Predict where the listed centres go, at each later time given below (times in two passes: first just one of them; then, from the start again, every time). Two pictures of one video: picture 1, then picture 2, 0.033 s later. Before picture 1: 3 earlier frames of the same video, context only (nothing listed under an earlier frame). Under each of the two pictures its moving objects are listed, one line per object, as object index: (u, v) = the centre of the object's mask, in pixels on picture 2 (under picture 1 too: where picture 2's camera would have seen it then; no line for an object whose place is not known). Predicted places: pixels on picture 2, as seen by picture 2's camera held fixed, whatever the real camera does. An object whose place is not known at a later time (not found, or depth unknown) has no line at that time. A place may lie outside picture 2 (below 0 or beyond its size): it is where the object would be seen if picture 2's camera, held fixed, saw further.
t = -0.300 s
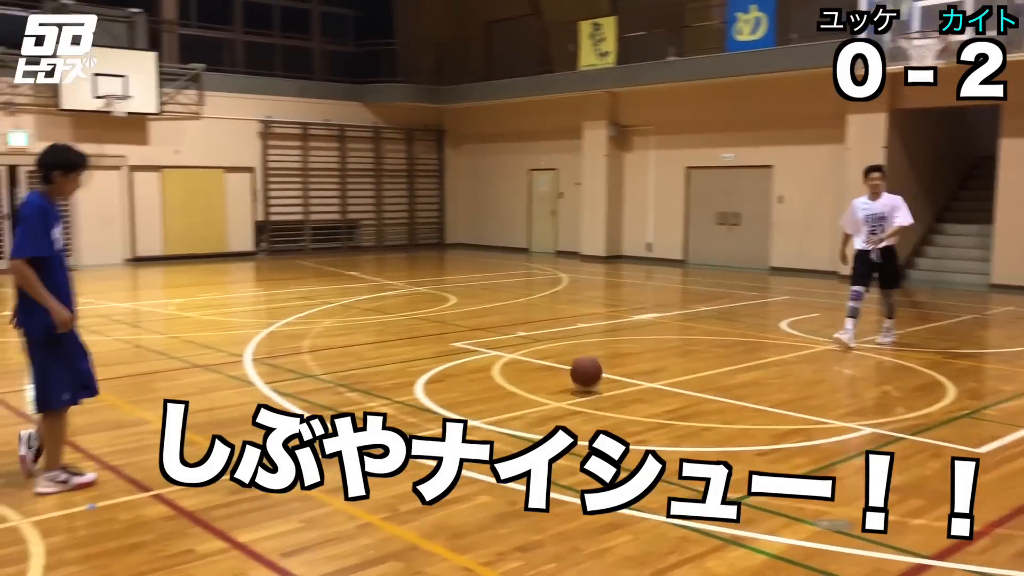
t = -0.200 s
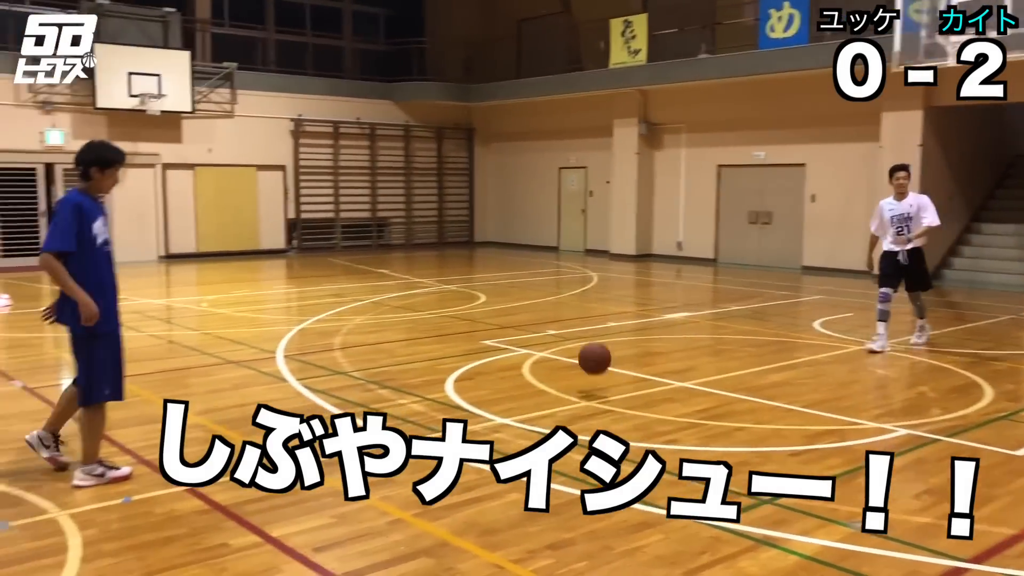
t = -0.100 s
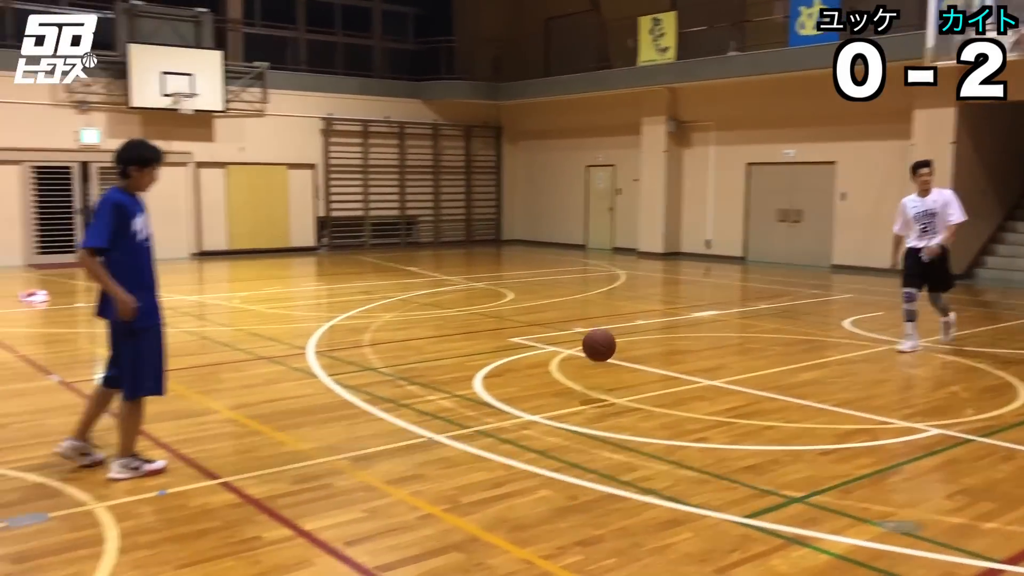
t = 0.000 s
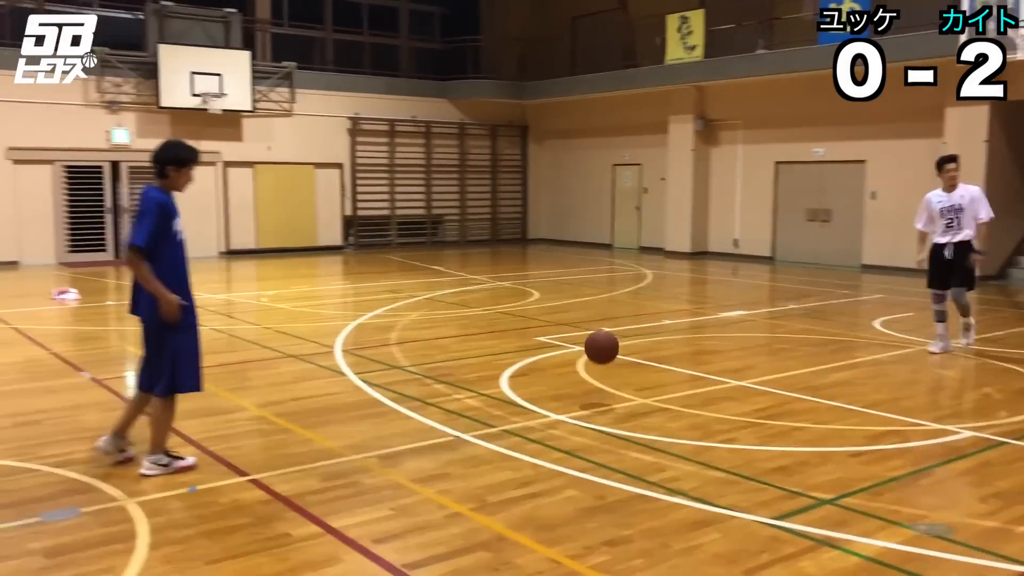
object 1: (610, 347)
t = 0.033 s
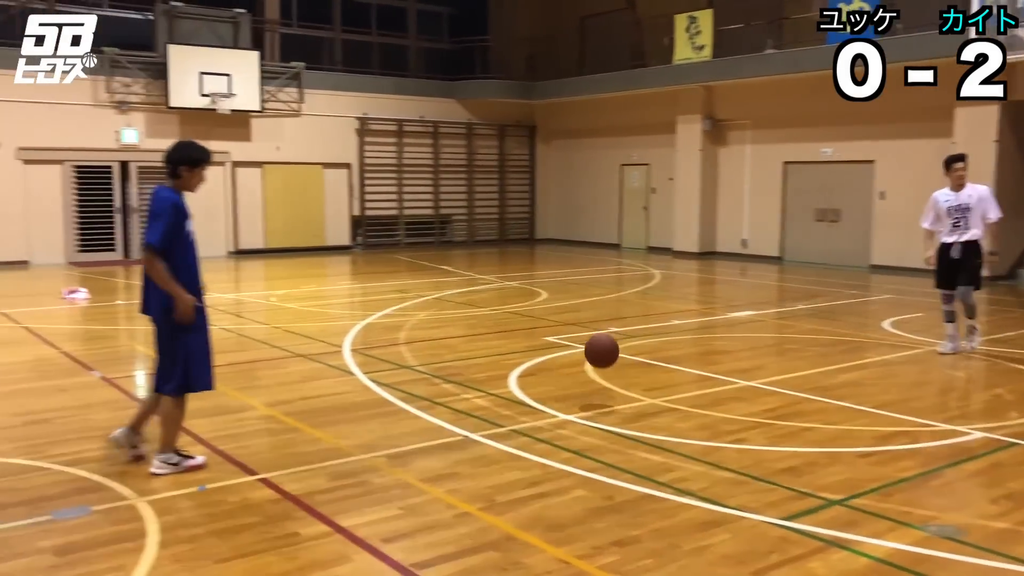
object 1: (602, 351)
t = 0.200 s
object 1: (558, 393)
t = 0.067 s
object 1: (593, 356)
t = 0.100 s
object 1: (584, 363)
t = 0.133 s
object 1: (576, 371)
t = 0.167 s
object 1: (567, 381)
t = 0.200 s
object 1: (558, 393)
